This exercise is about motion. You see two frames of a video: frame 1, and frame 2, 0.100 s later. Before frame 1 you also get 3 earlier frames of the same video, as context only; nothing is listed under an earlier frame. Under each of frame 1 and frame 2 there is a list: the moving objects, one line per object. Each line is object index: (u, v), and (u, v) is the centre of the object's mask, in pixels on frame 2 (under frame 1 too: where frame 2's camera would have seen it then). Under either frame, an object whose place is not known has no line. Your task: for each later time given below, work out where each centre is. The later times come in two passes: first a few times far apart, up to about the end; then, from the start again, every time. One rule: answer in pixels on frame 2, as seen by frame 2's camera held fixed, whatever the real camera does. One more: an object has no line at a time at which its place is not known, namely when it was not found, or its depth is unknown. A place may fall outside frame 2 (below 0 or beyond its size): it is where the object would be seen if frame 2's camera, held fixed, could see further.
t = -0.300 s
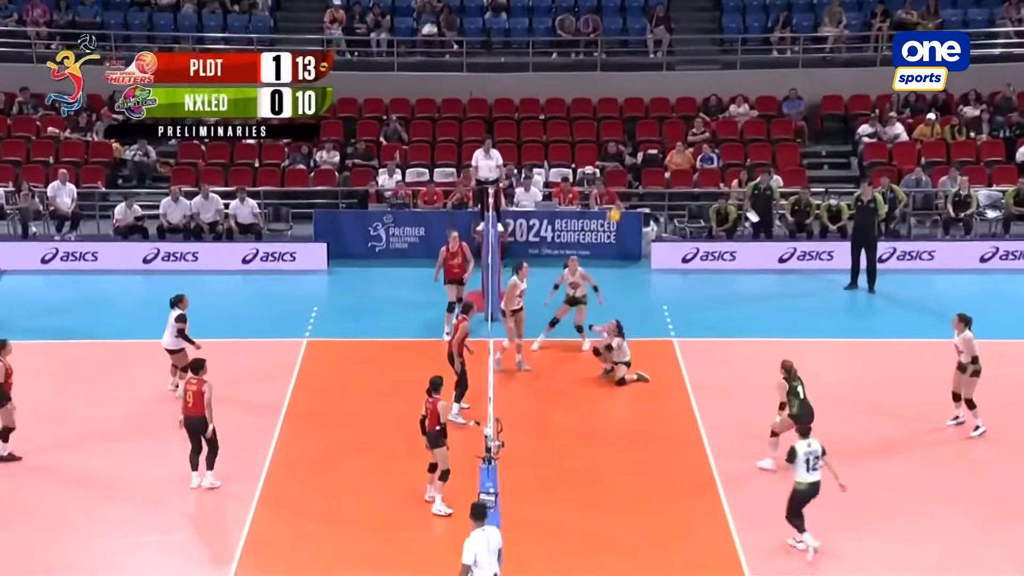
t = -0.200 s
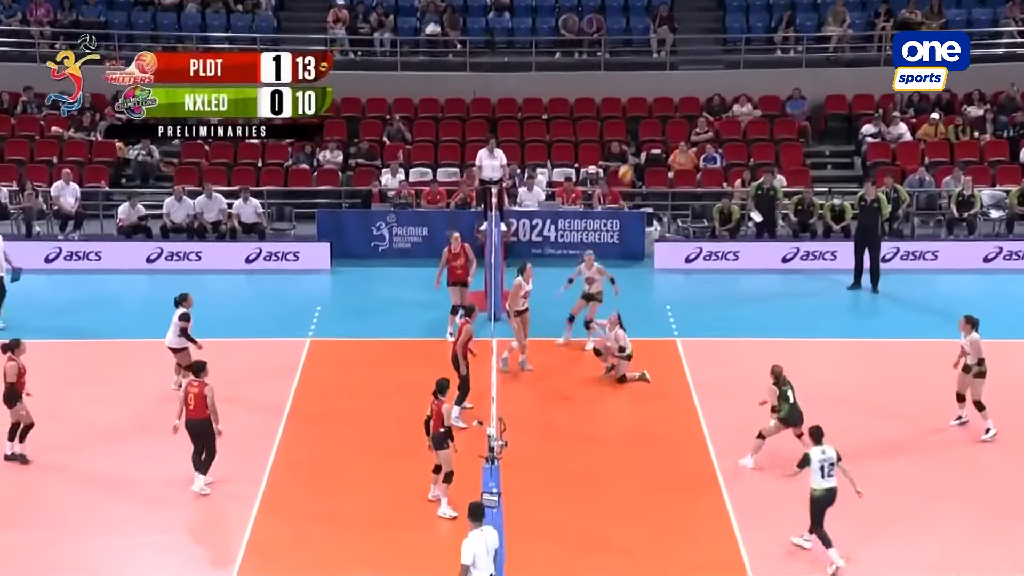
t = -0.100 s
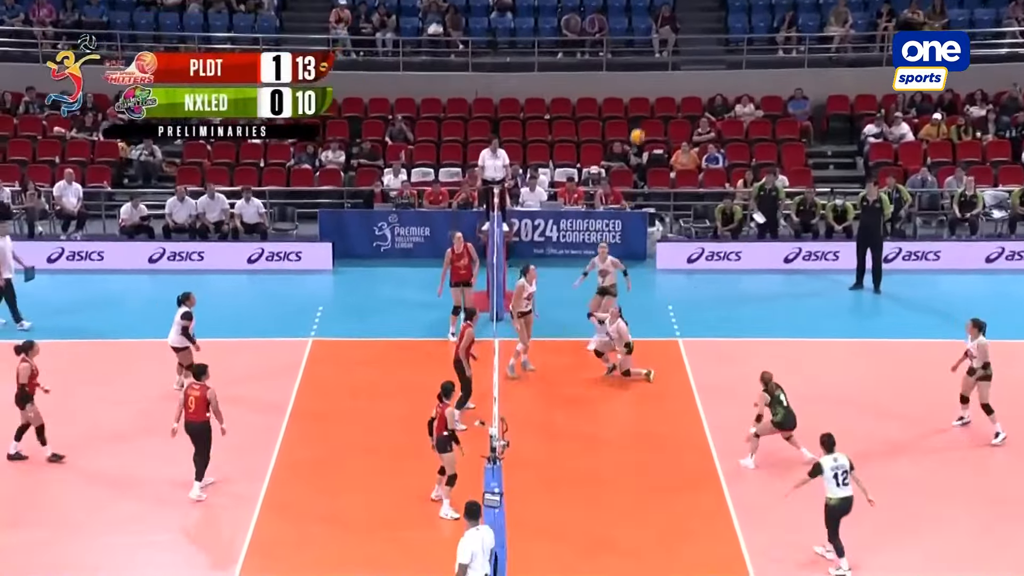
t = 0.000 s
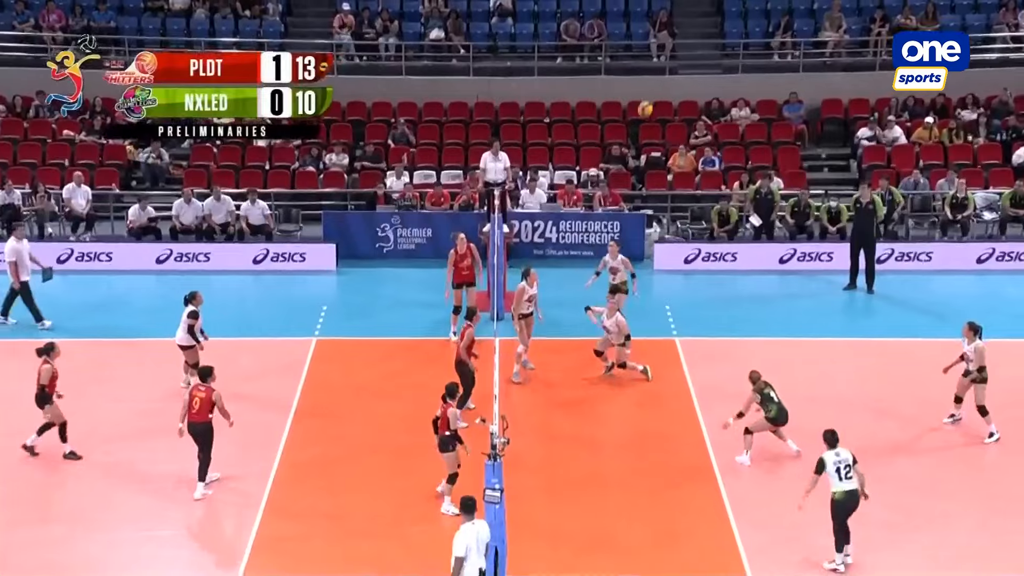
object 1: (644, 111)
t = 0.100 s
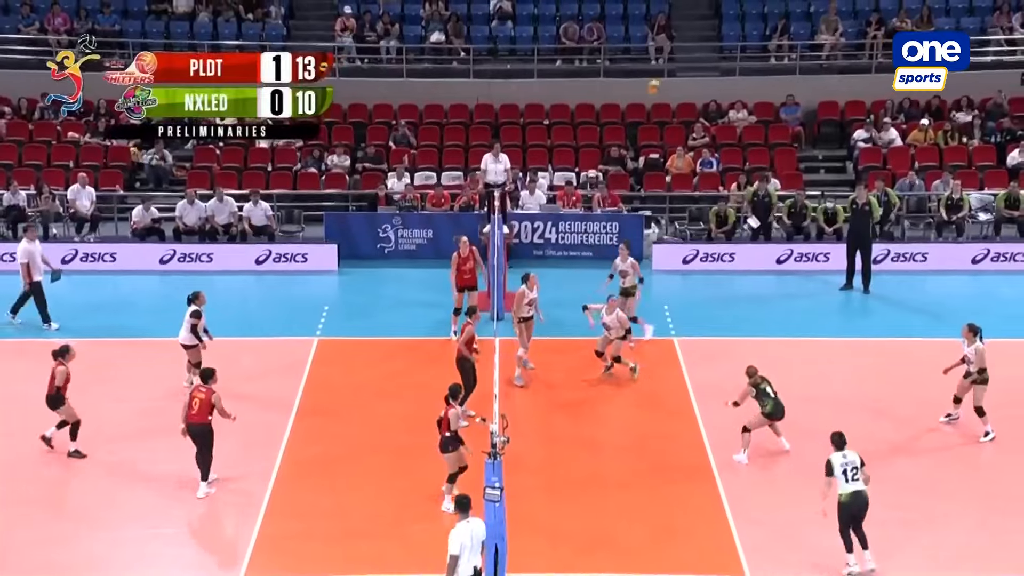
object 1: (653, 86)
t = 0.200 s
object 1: (662, 69)
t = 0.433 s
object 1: (684, 55)
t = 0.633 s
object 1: (703, 71)
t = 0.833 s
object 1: (718, 115)
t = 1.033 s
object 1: (732, 181)
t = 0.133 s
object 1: (657, 80)
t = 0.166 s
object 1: (659, 74)
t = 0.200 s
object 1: (662, 69)
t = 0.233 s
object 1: (665, 66)
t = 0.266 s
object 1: (668, 62)
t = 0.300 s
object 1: (672, 59)
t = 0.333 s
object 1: (675, 57)
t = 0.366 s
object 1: (679, 55)
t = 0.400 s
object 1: (682, 54)
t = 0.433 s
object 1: (684, 55)
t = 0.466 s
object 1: (688, 55)
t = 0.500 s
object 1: (691, 58)
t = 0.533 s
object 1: (694, 59)
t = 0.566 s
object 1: (697, 62)
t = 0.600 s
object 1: (700, 67)
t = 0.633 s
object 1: (703, 71)
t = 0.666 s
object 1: (705, 75)
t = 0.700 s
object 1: (708, 83)
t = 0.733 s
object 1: (711, 89)
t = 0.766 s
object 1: (713, 97)
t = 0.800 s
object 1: (716, 106)
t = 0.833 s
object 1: (718, 115)
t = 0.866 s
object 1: (721, 124)
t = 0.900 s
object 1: (724, 133)
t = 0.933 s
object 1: (726, 144)
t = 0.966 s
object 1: (729, 156)
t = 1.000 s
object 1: (730, 168)
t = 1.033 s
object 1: (732, 181)
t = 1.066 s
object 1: (734, 193)
